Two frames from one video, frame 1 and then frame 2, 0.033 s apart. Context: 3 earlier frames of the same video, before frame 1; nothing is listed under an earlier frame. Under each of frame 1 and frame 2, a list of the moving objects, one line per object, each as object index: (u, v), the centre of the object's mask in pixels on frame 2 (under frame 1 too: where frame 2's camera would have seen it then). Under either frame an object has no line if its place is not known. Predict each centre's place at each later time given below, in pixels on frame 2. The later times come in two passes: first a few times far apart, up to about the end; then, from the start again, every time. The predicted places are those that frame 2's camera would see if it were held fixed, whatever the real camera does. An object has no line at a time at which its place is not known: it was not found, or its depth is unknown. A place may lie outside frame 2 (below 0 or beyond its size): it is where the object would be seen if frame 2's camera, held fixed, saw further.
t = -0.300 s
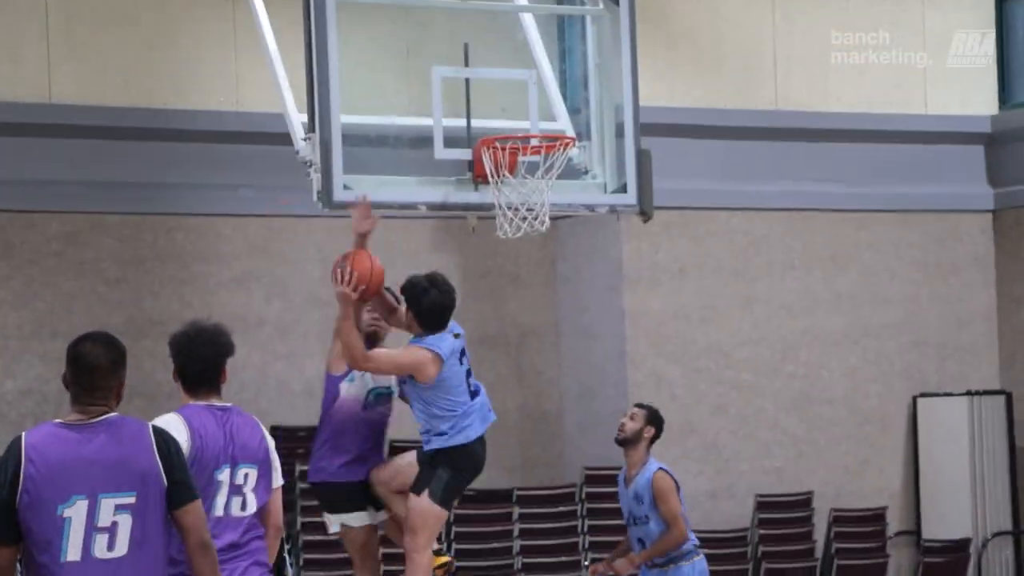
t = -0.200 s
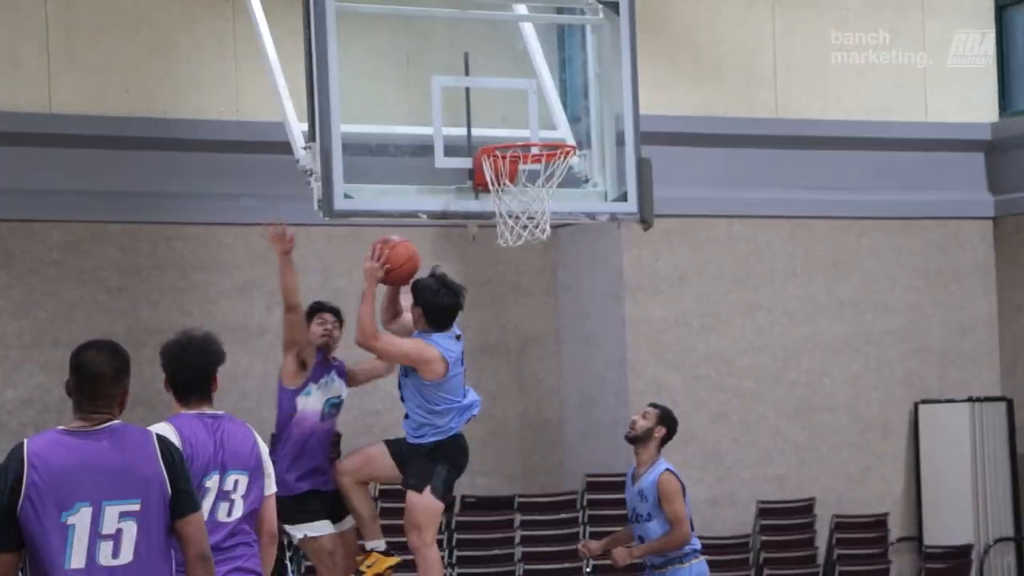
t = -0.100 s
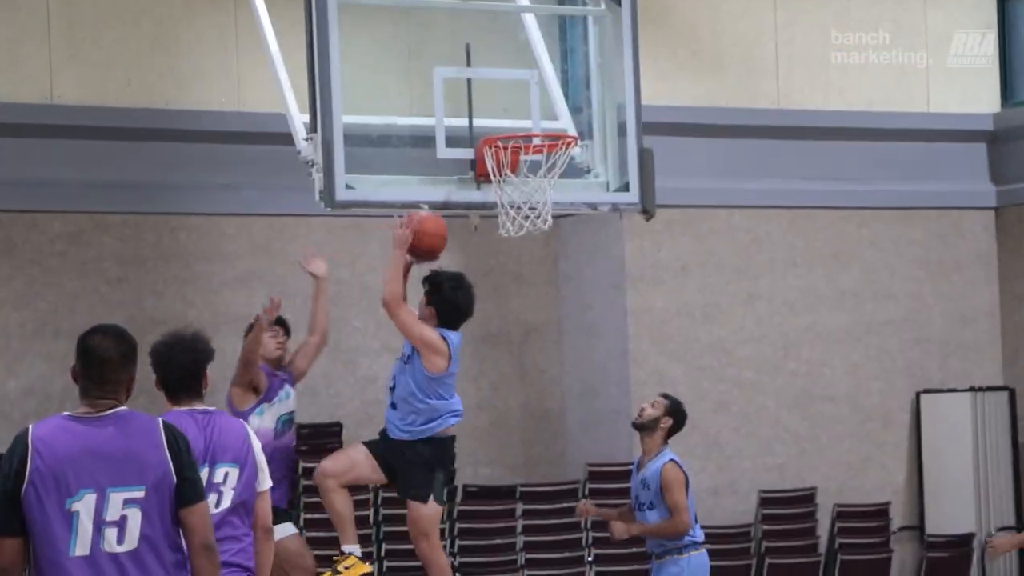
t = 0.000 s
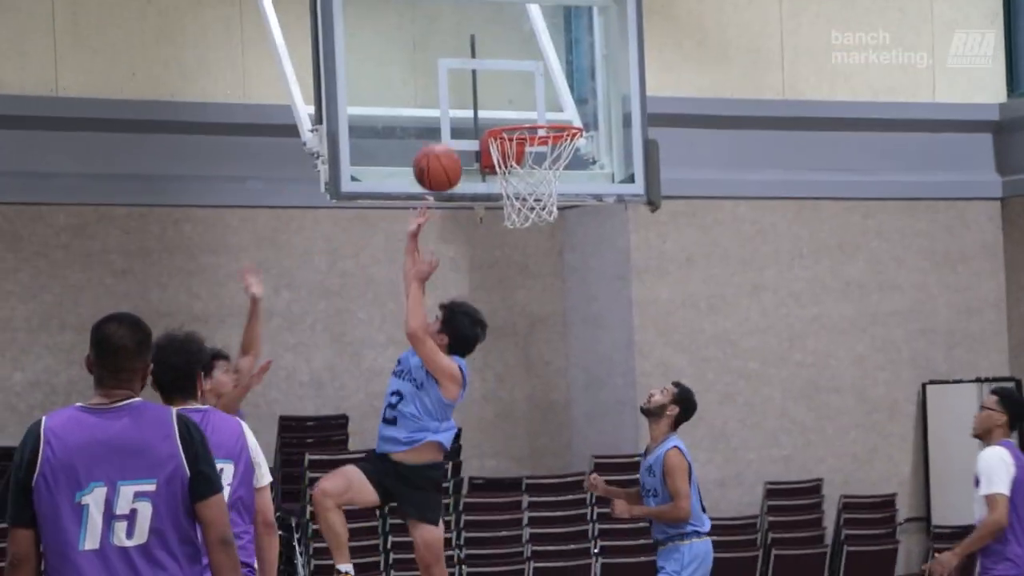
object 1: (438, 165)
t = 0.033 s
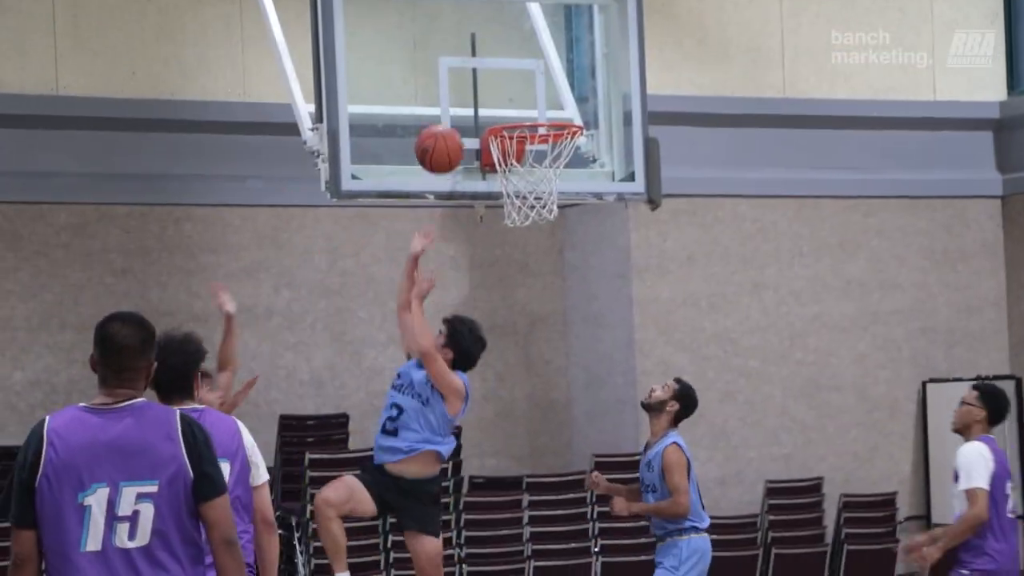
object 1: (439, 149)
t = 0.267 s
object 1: (466, 93)
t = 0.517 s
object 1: (544, 143)
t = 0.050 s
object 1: (440, 141)
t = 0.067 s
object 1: (441, 135)
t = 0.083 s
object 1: (441, 127)
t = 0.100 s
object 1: (442, 121)
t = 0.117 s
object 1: (443, 116)
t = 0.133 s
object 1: (445, 110)
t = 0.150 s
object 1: (445, 105)
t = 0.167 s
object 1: (446, 102)
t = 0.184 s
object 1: (446, 99)
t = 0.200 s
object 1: (447, 96)
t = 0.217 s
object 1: (450, 94)
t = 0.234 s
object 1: (455, 93)
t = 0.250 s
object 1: (461, 93)
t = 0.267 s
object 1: (466, 93)
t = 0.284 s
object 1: (471, 94)
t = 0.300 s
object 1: (476, 96)
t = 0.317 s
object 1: (481, 98)
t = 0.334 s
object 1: (487, 101)
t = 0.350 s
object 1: (492, 104)
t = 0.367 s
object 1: (497, 106)
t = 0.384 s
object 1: (502, 107)
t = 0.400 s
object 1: (507, 108)
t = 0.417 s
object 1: (512, 109)
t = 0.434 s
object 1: (517, 110)
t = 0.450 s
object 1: (523, 111)
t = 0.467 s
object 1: (527, 113)
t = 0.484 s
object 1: (533, 128)
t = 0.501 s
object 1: (539, 136)
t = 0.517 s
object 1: (544, 143)
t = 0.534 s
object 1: (549, 147)
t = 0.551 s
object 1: (554, 153)
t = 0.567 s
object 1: (558, 159)
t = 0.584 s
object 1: (562, 165)
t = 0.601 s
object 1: (566, 168)
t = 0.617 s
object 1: (569, 171)
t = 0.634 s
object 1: (570, 172)
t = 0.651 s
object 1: (571, 175)
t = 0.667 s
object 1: (571, 176)
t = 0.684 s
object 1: (571, 178)
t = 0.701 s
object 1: (572, 180)
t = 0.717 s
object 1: (572, 185)
